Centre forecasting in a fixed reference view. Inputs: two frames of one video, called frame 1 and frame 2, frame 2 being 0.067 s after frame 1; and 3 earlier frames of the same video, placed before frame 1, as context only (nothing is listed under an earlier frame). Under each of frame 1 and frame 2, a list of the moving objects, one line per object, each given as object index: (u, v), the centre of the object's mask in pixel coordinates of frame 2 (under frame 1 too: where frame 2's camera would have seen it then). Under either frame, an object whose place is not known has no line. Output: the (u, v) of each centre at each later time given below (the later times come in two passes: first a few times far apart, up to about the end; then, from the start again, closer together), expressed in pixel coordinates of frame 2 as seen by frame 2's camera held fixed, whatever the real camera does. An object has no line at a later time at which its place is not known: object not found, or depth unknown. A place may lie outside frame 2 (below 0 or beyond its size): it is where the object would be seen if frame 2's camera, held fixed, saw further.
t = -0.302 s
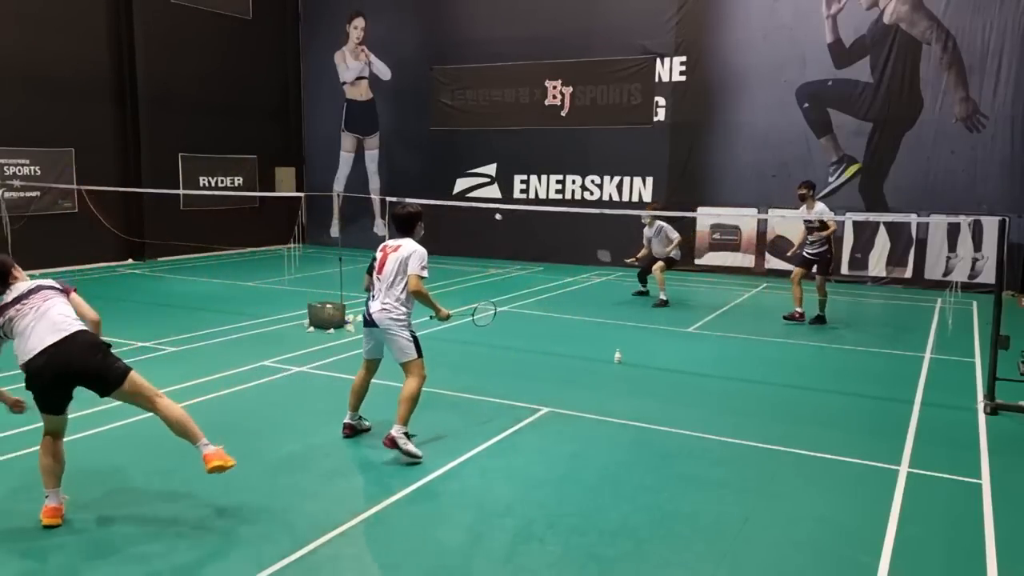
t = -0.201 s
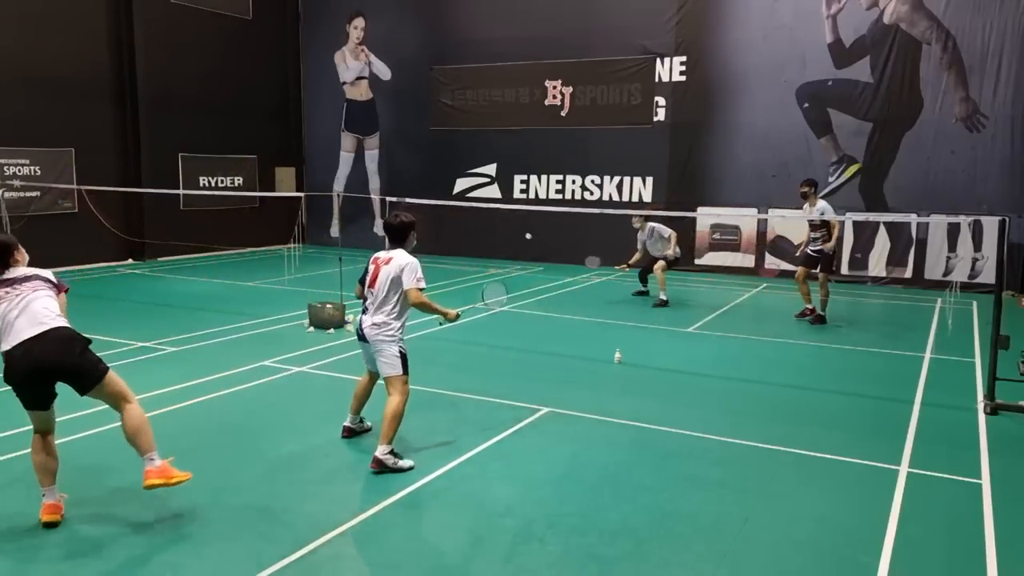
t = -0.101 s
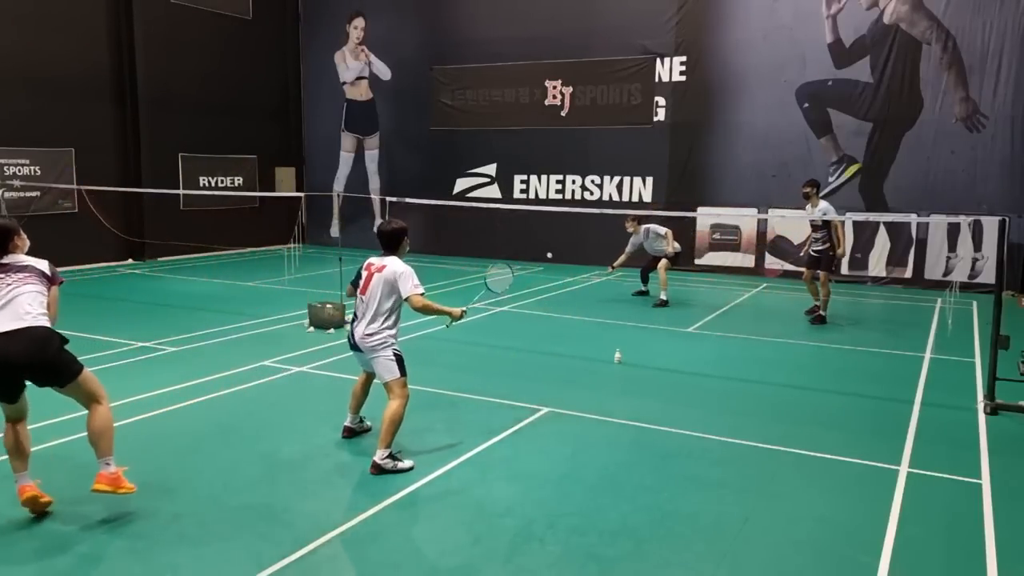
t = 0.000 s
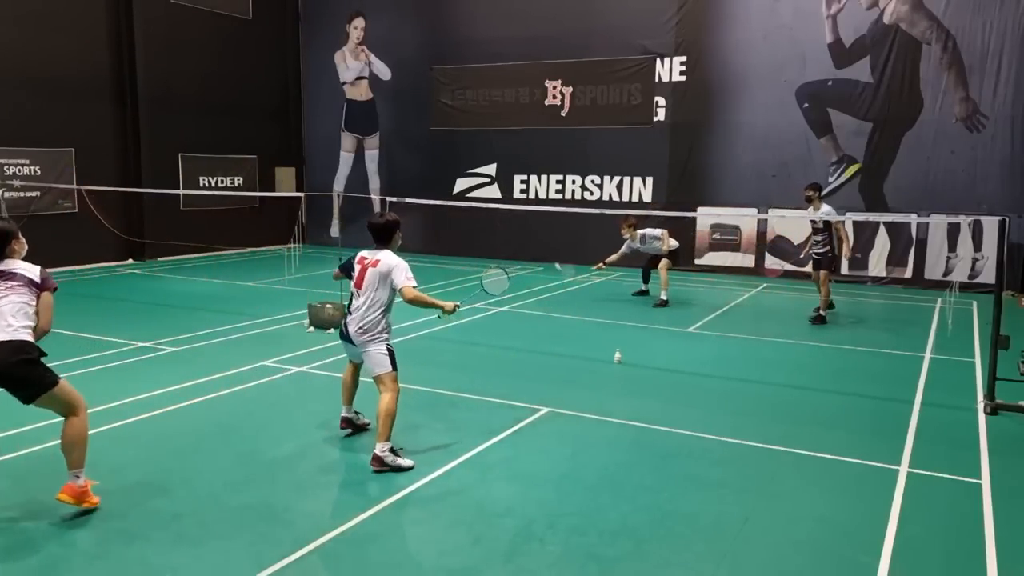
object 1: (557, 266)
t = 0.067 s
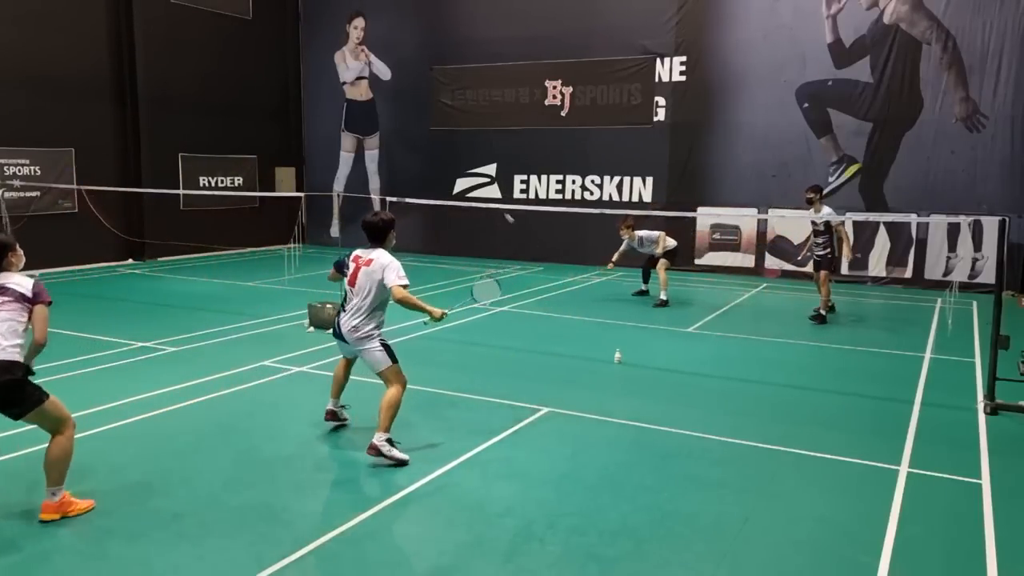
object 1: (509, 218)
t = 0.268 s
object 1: (385, 115)
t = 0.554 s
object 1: (210, 45)
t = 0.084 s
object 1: (500, 209)
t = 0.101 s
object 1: (489, 199)
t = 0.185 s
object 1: (435, 152)
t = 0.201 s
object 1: (425, 144)
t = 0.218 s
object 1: (415, 136)
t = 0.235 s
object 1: (405, 129)
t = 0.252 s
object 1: (395, 122)
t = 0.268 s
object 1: (385, 115)
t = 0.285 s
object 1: (375, 108)
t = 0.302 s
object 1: (365, 102)
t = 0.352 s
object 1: (335, 85)
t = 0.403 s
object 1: (304, 71)
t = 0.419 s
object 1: (294, 67)
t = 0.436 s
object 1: (284, 63)
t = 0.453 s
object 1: (274, 59)
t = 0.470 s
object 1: (263, 56)
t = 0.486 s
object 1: (252, 53)
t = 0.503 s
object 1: (242, 51)
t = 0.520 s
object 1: (231, 48)
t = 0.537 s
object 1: (220, 46)
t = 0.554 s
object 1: (210, 45)
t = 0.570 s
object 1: (198, 44)
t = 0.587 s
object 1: (188, 43)
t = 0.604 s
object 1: (177, 43)
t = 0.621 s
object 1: (166, 43)
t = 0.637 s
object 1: (155, 44)
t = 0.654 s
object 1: (143, 45)
